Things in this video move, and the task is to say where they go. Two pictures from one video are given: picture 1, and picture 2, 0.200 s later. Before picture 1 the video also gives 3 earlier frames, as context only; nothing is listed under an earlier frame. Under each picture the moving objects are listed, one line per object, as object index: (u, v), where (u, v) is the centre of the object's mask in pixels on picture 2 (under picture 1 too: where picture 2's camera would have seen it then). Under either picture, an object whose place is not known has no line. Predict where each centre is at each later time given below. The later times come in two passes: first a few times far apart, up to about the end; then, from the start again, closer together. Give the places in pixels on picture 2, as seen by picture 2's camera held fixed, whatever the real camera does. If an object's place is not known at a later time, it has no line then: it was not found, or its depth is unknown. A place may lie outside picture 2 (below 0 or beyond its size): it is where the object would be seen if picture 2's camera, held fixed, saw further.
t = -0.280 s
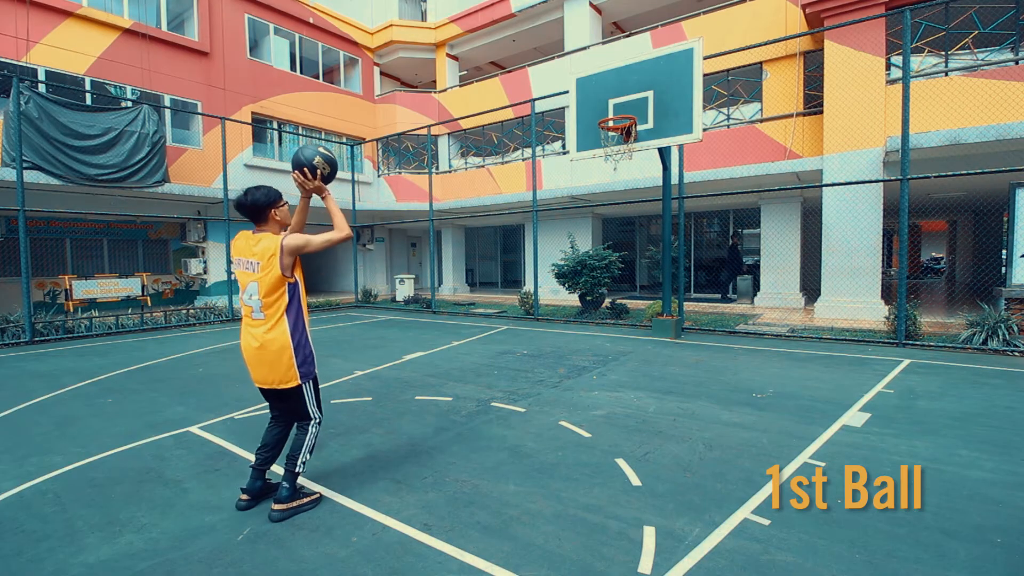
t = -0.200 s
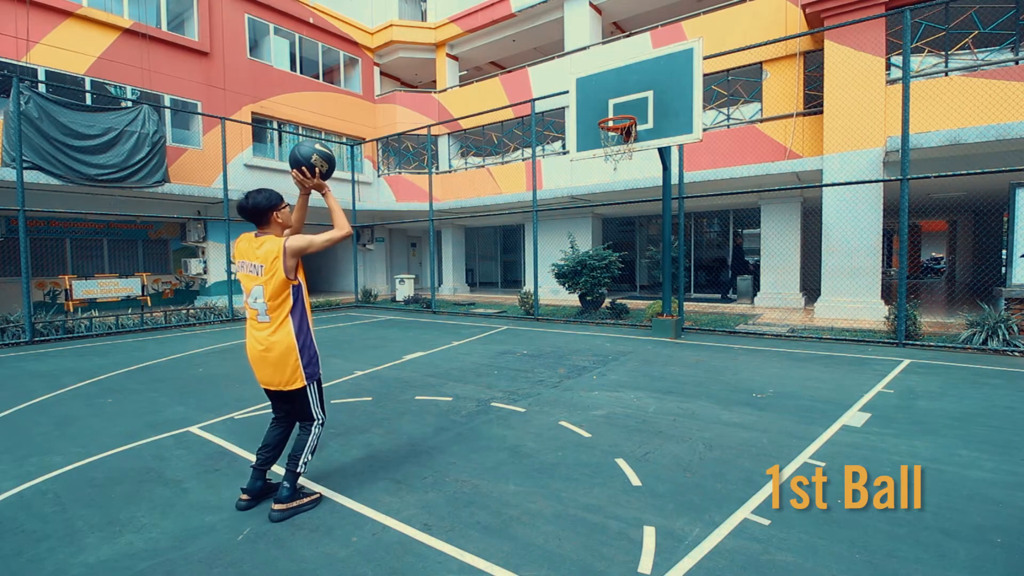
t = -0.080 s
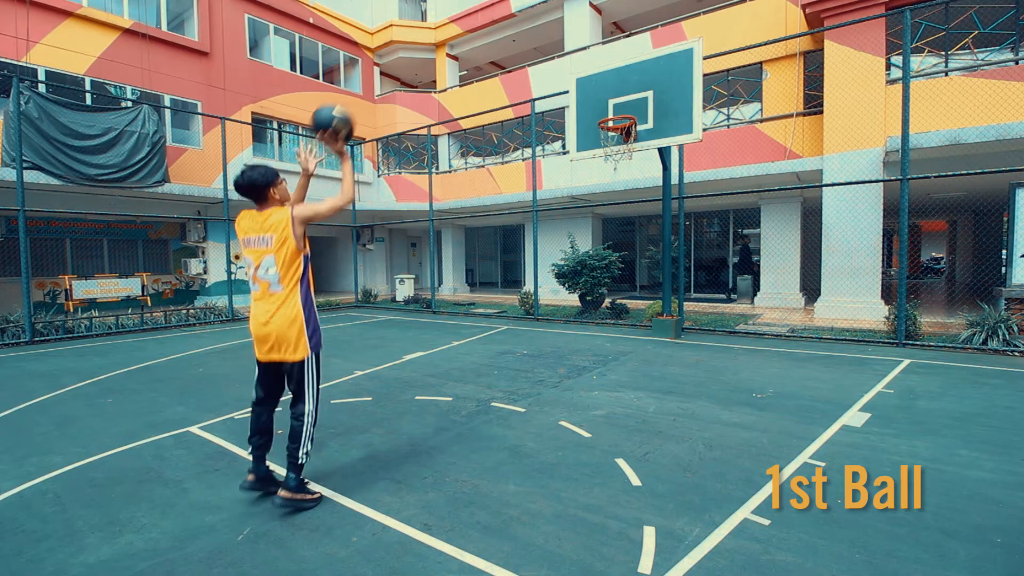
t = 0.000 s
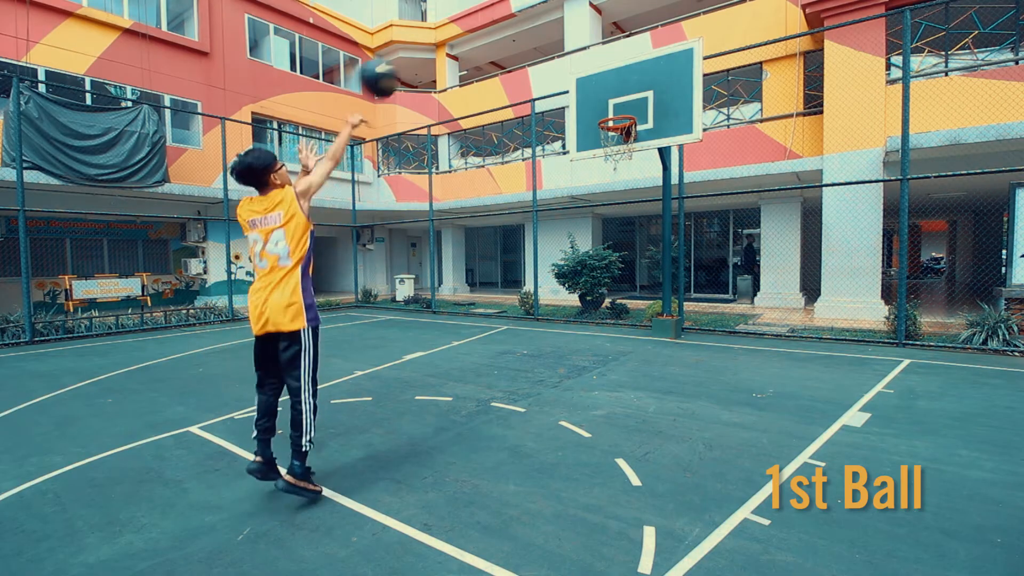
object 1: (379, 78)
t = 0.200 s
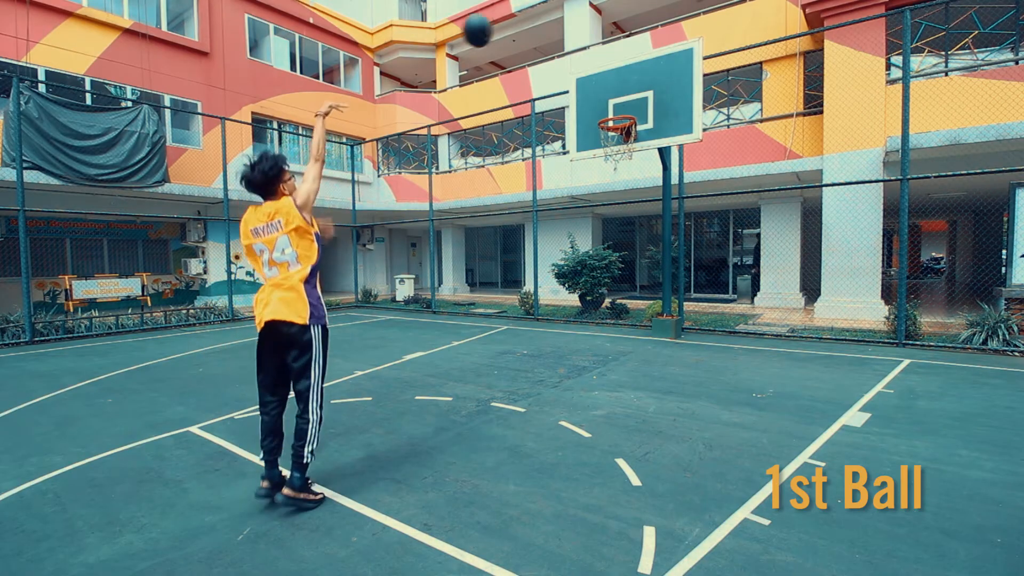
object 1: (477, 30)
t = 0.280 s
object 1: (507, 30)
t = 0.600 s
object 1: (589, 85)
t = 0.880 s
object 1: (598, 155)
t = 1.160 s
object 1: (571, 310)
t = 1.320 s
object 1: (550, 365)
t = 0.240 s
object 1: (493, 29)
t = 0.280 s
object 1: (507, 30)
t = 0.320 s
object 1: (520, 32)
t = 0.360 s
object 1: (532, 35)
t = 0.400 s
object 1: (543, 40)
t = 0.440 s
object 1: (554, 47)
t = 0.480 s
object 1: (564, 55)
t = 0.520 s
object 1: (573, 64)
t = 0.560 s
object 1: (582, 74)
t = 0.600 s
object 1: (589, 85)
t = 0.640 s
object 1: (597, 96)
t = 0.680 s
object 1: (604, 108)
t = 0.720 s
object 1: (608, 119)
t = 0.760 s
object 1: (606, 125)
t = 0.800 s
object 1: (604, 133)
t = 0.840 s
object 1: (601, 142)
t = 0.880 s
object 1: (598, 155)
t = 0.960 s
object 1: (591, 185)
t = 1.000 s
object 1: (587, 205)
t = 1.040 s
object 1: (584, 225)
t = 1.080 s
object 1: (579, 251)
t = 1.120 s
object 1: (576, 278)
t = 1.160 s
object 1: (571, 310)
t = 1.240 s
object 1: (562, 382)
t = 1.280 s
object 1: (557, 389)
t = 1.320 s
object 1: (550, 365)
